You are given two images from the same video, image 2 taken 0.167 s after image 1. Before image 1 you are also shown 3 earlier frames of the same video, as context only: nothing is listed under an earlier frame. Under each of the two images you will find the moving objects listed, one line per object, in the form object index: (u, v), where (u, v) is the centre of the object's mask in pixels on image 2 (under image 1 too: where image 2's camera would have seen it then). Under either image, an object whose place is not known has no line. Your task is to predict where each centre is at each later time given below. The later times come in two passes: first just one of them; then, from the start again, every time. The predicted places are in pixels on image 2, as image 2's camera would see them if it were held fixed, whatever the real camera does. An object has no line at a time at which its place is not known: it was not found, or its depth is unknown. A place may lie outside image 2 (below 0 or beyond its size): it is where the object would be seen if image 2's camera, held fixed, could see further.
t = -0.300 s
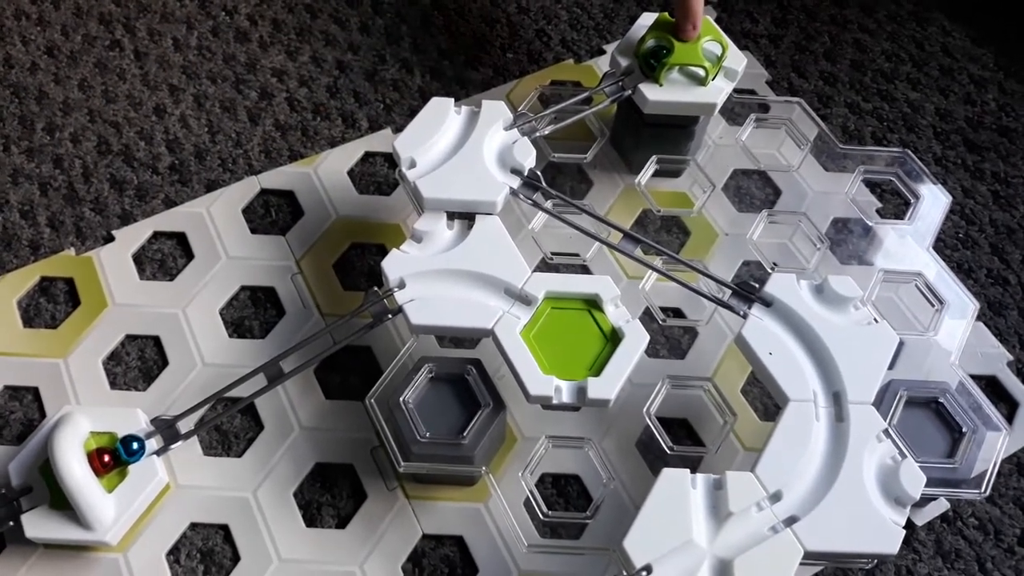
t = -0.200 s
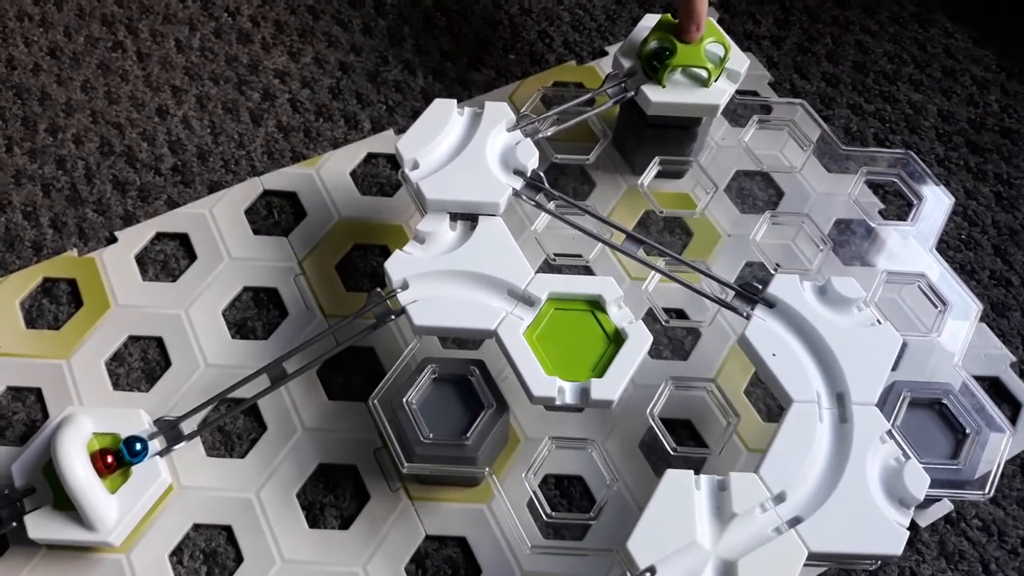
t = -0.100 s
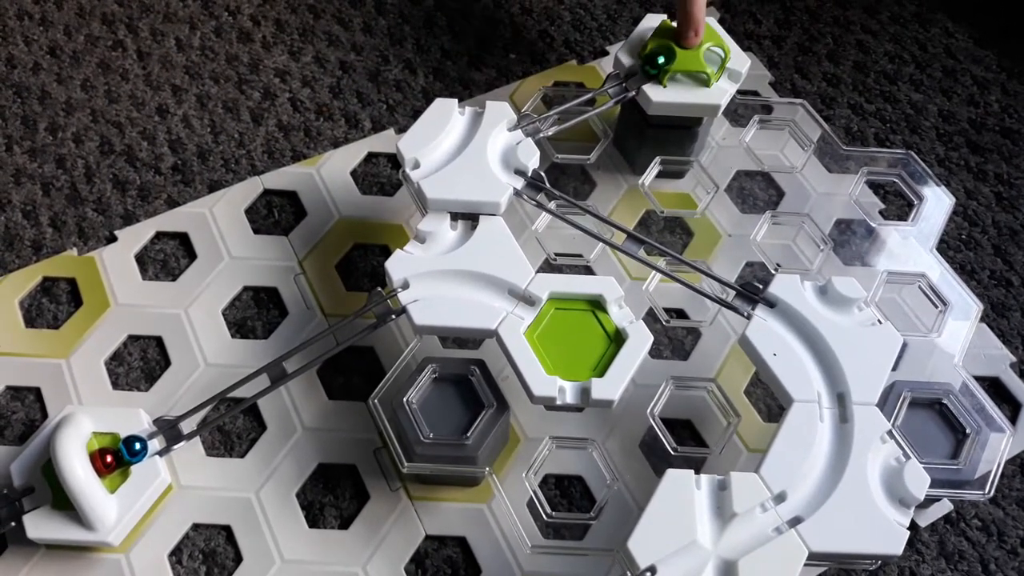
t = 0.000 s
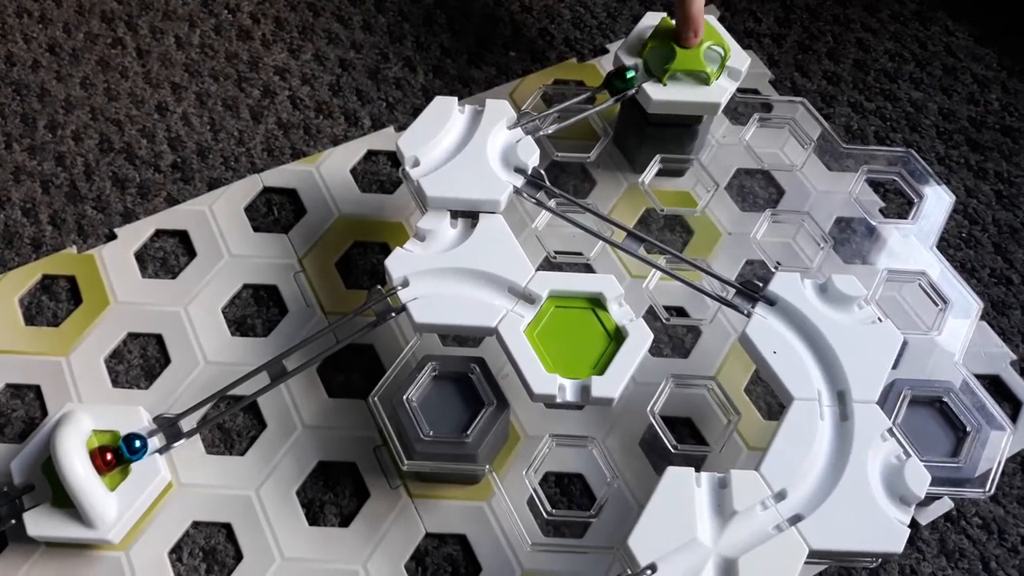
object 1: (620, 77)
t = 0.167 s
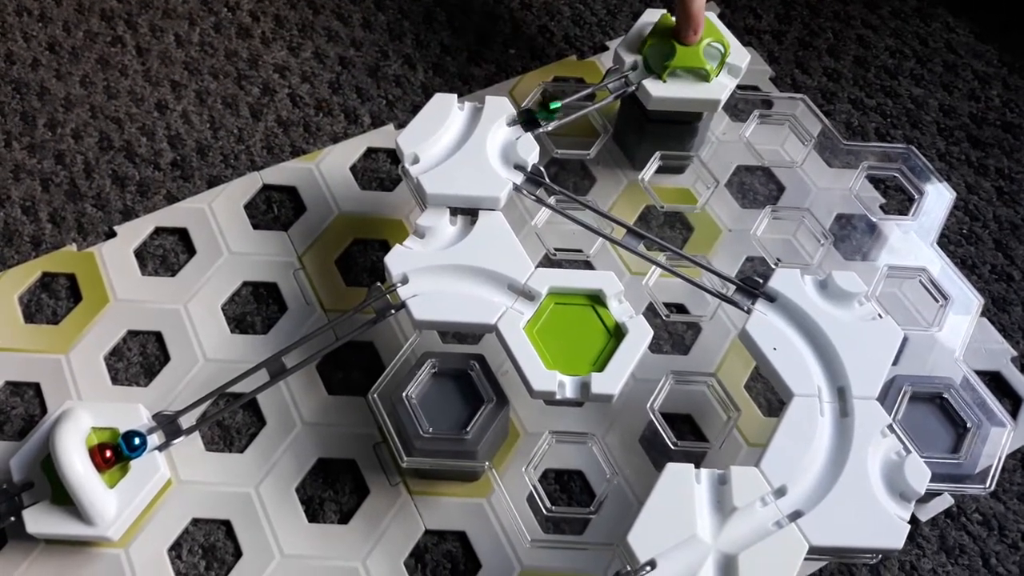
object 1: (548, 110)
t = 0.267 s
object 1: (502, 138)
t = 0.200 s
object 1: (530, 117)
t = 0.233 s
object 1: (512, 125)
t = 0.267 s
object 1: (502, 138)
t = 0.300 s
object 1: (502, 151)
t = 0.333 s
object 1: (511, 162)
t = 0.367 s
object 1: (524, 172)
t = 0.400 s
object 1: (535, 179)
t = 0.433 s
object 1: (547, 185)
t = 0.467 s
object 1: (559, 193)
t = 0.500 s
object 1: (574, 200)
